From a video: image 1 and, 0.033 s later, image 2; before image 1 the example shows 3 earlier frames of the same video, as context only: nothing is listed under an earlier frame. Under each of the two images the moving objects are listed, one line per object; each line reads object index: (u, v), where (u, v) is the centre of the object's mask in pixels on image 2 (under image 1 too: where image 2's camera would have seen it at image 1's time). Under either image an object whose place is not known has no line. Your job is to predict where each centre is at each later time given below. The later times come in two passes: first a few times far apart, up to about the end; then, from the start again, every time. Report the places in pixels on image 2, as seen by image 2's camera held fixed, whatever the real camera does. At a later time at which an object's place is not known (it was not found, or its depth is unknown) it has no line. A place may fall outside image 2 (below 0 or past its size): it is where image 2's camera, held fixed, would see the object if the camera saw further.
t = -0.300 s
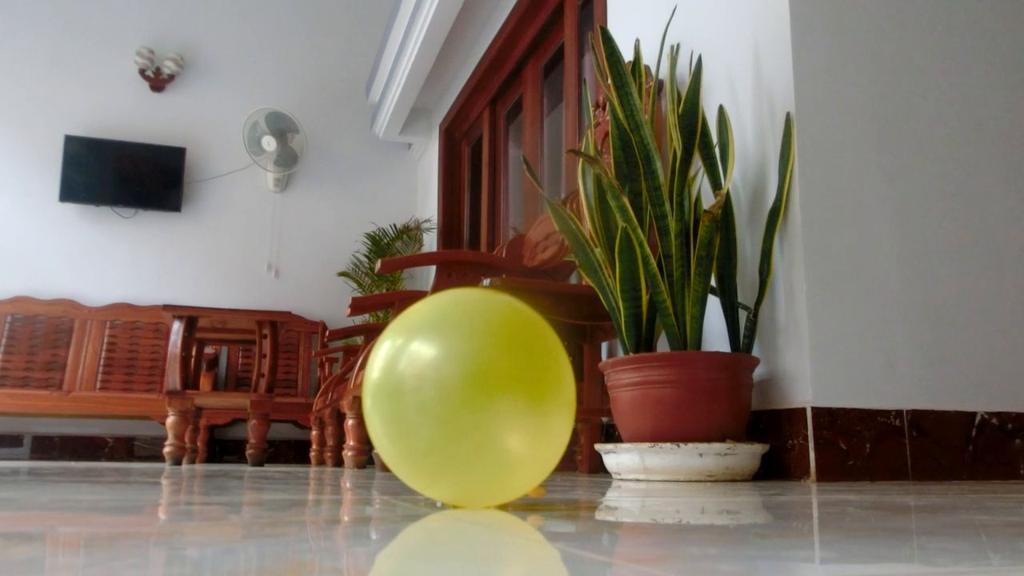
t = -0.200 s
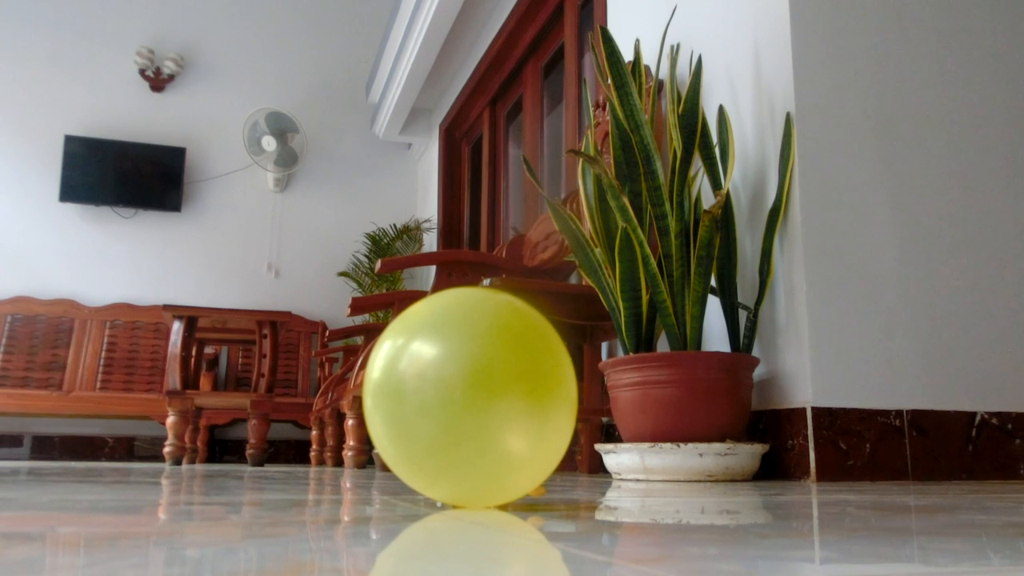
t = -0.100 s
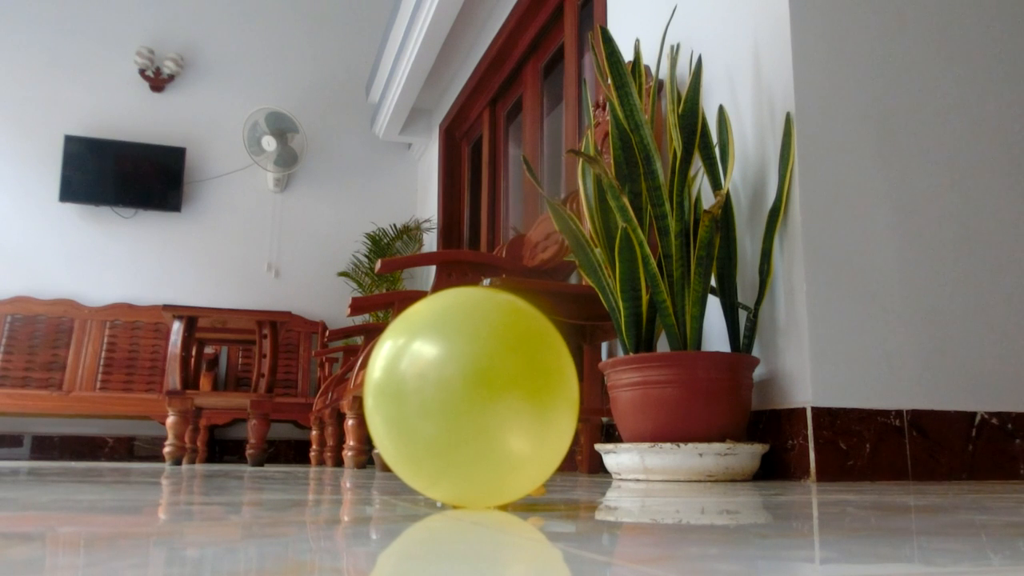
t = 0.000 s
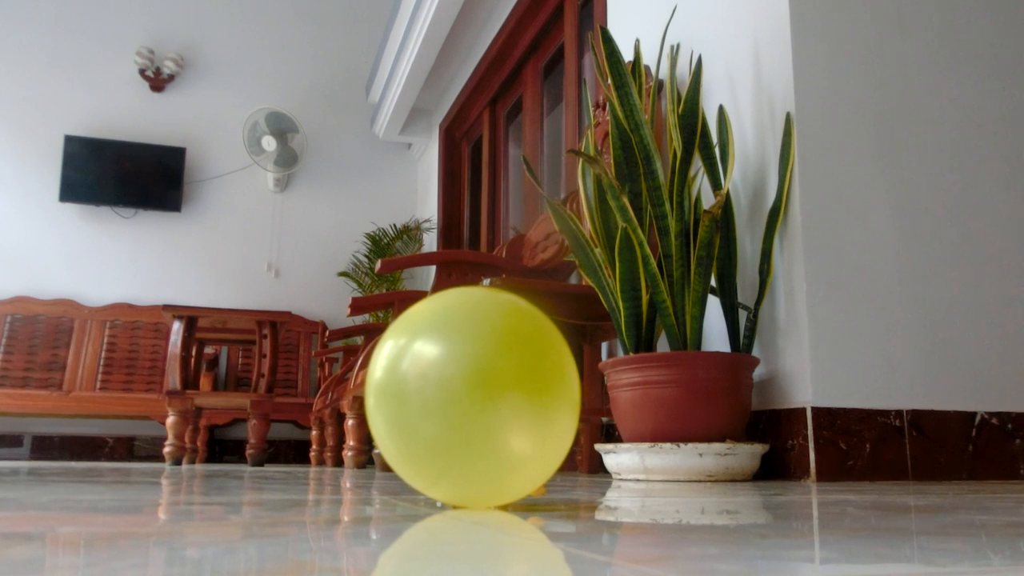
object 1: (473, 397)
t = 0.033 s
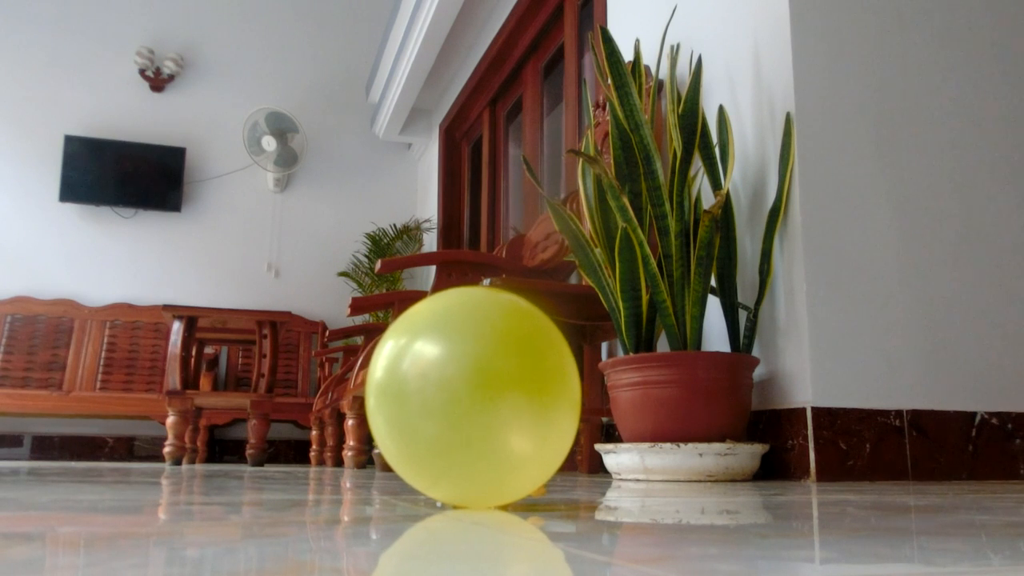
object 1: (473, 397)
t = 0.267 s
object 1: (477, 397)
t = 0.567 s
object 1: (477, 398)
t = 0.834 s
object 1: (468, 400)
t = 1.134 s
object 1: (453, 403)
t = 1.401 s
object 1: (442, 405)
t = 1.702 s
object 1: (439, 405)
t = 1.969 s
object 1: (447, 404)
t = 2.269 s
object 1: (457, 401)
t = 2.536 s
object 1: (458, 398)
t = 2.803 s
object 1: (453, 396)
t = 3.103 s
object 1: (451, 393)
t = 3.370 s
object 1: (452, 392)
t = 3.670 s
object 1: (451, 393)
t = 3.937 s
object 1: (438, 396)
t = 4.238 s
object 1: (412, 400)
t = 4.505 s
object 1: (391, 403)
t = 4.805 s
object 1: (381, 403)
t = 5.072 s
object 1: (381, 402)
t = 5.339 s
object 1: (384, 399)
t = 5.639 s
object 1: (380, 396)
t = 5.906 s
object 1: (370, 394)
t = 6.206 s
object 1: (363, 392)
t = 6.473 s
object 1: (364, 390)
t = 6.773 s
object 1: (363, 391)
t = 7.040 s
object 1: (348, 395)
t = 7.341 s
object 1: (318, 399)
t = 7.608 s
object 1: (298, 401)
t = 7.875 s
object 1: (291, 402)
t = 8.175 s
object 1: (296, 401)
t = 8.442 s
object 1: (301, 398)
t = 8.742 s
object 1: (296, 395)
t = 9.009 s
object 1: (284, 392)
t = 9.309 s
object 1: (276, 390)
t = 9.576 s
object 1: (279, 390)
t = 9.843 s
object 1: (287, 392)
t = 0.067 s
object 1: (474, 397)
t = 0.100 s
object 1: (474, 397)
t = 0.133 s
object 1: (475, 397)
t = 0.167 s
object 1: (475, 397)
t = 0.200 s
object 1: (476, 397)
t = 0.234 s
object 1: (476, 397)
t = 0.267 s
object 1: (477, 397)
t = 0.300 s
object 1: (477, 397)
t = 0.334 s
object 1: (477, 397)
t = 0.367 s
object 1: (477, 397)
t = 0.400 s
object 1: (477, 397)
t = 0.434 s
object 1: (477, 397)
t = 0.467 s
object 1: (477, 397)
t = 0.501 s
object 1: (477, 397)
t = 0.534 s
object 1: (477, 398)
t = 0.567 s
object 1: (477, 398)
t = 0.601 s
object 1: (476, 398)
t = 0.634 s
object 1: (475, 398)
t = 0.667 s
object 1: (475, 398)
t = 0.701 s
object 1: (474, 399)
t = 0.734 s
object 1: (472, 399)
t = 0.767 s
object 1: (471, 399)
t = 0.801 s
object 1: (470, 399)
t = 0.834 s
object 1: (468, 400)
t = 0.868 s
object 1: (467, 400)
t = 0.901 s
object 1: (465, 400)
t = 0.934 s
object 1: (464, 401)
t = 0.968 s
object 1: (462, 401)
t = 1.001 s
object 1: (460, 401)
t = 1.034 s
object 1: (458, 402)
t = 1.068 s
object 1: (457, 402)
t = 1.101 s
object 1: (455, 402)
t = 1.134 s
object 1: (453, 403)
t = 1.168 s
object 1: (451, 403)
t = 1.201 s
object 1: (449, 403)
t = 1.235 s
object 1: (448, 403)
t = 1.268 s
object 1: (447, 404)
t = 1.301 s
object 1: (445, 404)
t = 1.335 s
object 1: (444, 404)
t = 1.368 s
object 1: (443, 404)
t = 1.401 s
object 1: (442, 405)
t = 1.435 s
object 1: (441, 405)
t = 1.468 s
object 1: (440, 405)
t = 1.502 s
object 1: (439, 405)
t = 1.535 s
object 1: (439, 405)
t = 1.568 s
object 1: (439, 405)
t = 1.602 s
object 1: (439, 405)
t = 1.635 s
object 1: (439, 405)
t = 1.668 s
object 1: (439, 405)
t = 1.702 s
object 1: (439, 405)
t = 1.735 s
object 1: (440, 405)
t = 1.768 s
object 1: (441, 405)
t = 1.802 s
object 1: (442, 405)
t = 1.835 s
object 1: (442, 405)
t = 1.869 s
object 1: (443, 405)
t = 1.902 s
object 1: (444, 405)
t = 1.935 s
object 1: (446, 404)
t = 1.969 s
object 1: (447, 404)
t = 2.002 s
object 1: (448, 404)
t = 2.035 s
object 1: (449, 404)
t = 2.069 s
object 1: (451, 403)
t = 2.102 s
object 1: (452, 403)
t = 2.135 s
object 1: (453, 402)
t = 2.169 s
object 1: (454, 402)
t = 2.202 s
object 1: (456, 402)
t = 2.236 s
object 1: (456, 401)
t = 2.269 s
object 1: (457, 401)
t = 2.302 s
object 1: (458, 401)
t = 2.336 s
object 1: (458, 400)
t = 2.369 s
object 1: (459, 400)
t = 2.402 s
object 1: (459, 399)
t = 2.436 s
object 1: (459, 399)
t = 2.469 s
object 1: (459, 399)
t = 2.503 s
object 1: (459, 398)
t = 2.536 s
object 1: (458, 398)
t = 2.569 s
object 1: (458, 398)
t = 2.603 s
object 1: (457, 397)
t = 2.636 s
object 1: (457, 397)
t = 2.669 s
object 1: (456, 397)
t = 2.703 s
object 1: (455, 396)
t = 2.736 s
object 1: (454, 396)
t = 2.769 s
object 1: (454, 396)
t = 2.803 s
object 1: (453, 396)
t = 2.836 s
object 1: (452, 395)
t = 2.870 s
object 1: (452, 395)
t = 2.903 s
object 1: (451, 395)
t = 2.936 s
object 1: (451, 394)
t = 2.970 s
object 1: (451, 394)
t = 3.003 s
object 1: (450, 394)
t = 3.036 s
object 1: (450, 394)
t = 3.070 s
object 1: (451, 394)
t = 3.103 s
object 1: (451, 393)
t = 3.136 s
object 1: (451, 393)
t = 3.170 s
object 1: (451, 393)
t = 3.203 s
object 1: (451, 393)
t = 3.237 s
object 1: (451, 393)
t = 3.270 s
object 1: (452, 393)
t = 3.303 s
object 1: (452, 393)
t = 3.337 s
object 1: (452, 393)
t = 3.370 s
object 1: (452, 392)
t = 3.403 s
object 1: (452, 392)
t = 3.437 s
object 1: (452, 392)
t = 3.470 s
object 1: (452, 392)
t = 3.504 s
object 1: (453, 393)
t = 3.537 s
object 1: (453, 393)
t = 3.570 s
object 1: (452, 393)
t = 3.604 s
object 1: (452, 393)
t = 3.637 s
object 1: (451, 393)
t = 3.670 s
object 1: (451, 393)
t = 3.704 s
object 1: (450, 394)
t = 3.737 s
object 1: (449, 394)
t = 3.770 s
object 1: (447, 394)
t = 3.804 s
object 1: (446, 394)
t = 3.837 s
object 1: (444, 395)
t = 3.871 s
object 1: (442, 395)
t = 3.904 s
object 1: (440, 395)
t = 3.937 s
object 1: (438, 396)
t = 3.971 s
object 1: (435, 396)
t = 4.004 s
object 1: (433, 397)
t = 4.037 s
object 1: (430, 397)
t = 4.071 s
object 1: (427, 397)
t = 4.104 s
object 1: (424, 398)
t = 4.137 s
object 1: (421, 399)
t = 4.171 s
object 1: (418, 399)
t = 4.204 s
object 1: (415, 400)
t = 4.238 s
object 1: (412, 400)
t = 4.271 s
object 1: (409, 400)
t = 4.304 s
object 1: (406, 401)
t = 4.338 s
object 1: (403, 401)
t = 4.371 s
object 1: (400, 402)
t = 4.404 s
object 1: (398, 402)
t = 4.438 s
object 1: (395, 402)
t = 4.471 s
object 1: (393, 402)
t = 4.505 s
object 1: (391, 403)
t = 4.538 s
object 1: (390, 403)
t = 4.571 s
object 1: (388, 403)
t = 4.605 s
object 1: (386, 403)
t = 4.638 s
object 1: (385, 403)
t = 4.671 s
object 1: (384, 403)
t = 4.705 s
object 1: (383, 403)
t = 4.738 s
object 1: (382, 403)
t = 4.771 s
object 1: (382, 403)
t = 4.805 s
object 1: (381, 403)
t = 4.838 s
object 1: (380, 403)
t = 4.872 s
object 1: (380, 403)
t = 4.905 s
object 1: (380, 402)
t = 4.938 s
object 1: (380, 402)
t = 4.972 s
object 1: (380, 402)
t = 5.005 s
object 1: (380, 402)
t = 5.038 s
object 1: (381, 402)
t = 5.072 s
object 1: (381, 402)
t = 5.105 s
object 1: (382, 402)
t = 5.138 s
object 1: (382, 401)
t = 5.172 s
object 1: (382, 401)
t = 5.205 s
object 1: (383, 401)
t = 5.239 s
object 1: (383, 400)
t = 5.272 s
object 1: (384, 400)
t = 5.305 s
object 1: (384, 400)
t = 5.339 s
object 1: (384, 399)
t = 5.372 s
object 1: (384, 399)
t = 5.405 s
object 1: (384, 399)
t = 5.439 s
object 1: (384, 398)
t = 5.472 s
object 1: (383, 398)
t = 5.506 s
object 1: (383, 397)
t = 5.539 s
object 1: (382, 397)
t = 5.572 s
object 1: (382, 397)
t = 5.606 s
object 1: (381, 397)
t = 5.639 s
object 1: (380, 396)
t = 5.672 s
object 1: (379, 396)
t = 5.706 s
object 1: (378, 396)
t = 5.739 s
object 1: (376, 395)
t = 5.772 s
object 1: (375, 395)
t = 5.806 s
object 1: (374, 395)
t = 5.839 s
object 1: (373, 394)
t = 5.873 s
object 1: (371, 394)
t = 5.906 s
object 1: (370, 394)
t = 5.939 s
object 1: (369, 393)
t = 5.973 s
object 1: (367, 393)
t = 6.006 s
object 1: (366, 393)
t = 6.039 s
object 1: (365, 392)
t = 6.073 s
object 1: (364, 392)
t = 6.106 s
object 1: (364, 392)
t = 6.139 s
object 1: (363, 392)
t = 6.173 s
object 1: (363, 392)
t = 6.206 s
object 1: (363, 392)
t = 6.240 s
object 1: (363, 391)
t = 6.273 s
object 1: (363, 391)
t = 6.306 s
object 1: (363, 391)
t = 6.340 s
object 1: (363, 391)
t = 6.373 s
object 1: (363, 391)
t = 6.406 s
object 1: (363, 391)
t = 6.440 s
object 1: (363, 391)
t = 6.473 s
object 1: (364, 390)
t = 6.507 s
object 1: (364, 390)
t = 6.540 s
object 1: (364, 390)
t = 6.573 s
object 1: (364, 390)
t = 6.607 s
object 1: (365, 391)
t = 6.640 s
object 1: (365, 391)
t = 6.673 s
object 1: (365, 391)
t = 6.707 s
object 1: (364, 391)
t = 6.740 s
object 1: (364, 391)
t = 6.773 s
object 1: (363, 391)
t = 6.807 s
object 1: (362, 392)
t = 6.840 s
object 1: (361, 392)
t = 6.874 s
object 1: (360, 392)
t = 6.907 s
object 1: (358, 393)
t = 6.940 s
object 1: (356, 393)
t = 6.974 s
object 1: (354, 393)
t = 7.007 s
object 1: (351, 394)
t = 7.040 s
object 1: (348, 395)
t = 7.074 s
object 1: (345, 395)
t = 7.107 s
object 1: (342, 396)
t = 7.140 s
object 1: (339, 396)
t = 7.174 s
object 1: (335, 397)
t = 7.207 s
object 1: (332, 398)
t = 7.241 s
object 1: (328, 398)
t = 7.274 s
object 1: (325, 399)
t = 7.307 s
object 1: (321, 399)
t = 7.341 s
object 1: (318, 399)
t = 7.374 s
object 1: (314, 400)
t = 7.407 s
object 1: (311, 400)
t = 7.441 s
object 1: (308, 400)
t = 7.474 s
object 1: (306, 401)
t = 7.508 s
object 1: (303, 401)
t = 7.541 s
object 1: (301, 401)
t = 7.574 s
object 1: (299, 401)
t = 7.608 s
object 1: (298, 401)
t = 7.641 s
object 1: (296, 402)
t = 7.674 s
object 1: (295, 402)
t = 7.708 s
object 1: (294, 402)
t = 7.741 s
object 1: (294, 402)
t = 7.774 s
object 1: (293, 402)
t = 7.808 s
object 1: (292, 402)
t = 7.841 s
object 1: (292, 403)
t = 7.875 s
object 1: (291, 402)
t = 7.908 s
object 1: (291, 402)
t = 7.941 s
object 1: (291, 402)
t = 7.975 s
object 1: (291, 401)
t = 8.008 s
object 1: (291, 401)
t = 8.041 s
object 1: (292, 401)
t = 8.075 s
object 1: (293, 401)
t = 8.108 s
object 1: (294, 401)
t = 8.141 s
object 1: (295, 401)
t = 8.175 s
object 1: (296, 401)
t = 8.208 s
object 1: (296, 400)
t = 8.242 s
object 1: (297, 400)
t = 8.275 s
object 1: (298, 400)
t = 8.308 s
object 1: (299, 399)
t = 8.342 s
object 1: (299, 399)
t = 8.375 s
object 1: (300, 399)
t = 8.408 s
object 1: (300, 398)
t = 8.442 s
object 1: (301, 398)
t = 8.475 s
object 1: (301, 397)
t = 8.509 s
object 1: (301, 397)
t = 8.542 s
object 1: (300, 397)
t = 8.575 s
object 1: (300, 396)
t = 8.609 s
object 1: (299, 396)
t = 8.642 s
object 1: (299, 395)
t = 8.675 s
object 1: (298, 395)
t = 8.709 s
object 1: (297, 395)
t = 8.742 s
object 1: (296, 395)
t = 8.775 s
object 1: (294, 394)
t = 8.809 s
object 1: (293, 394)
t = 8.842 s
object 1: (292, 394)
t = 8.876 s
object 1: (290, 393)
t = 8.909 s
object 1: (289, 393)
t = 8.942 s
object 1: (287, 393)
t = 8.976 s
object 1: (286, 392)
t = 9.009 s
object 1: (284, 392)
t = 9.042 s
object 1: (283, 392)
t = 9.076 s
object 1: (282, 391)
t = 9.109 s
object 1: (280, 391)
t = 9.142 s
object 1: (279, 391)
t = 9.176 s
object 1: (278, 391)
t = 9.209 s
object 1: (278, 391)
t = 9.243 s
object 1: (277, 390)
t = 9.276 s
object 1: (276, 390)
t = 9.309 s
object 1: (276, 390)
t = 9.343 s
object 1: (276, 390)
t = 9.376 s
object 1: (276, 390)
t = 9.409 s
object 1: (276, 390)
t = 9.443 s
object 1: (277, 390)
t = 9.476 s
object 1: (277, 390)
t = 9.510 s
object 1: (278, 390)
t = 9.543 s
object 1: (279, 390)
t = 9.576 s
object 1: (279, 390)
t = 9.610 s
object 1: (280, 390)
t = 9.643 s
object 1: (281, 391)
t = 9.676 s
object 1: (282, 391)
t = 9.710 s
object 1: (283, 391)
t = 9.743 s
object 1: (284, 391)
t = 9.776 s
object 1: (285, 392)
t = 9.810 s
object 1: (286, 392)
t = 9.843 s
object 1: (287, 392)
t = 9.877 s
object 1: (287, 392)
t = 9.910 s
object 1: (287, 393)
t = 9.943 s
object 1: (287, 393)
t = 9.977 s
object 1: (287, 393)
